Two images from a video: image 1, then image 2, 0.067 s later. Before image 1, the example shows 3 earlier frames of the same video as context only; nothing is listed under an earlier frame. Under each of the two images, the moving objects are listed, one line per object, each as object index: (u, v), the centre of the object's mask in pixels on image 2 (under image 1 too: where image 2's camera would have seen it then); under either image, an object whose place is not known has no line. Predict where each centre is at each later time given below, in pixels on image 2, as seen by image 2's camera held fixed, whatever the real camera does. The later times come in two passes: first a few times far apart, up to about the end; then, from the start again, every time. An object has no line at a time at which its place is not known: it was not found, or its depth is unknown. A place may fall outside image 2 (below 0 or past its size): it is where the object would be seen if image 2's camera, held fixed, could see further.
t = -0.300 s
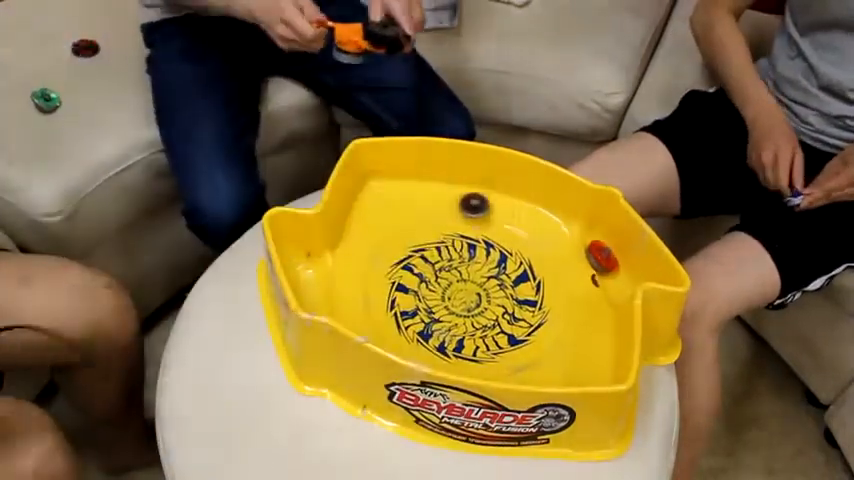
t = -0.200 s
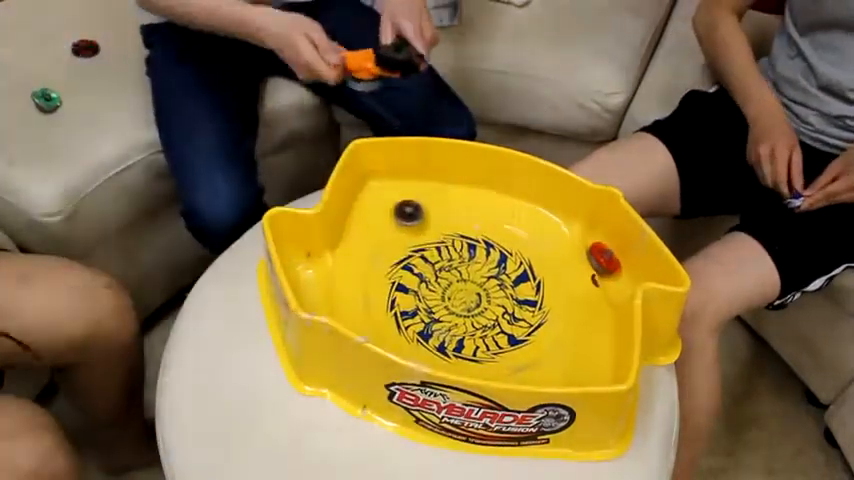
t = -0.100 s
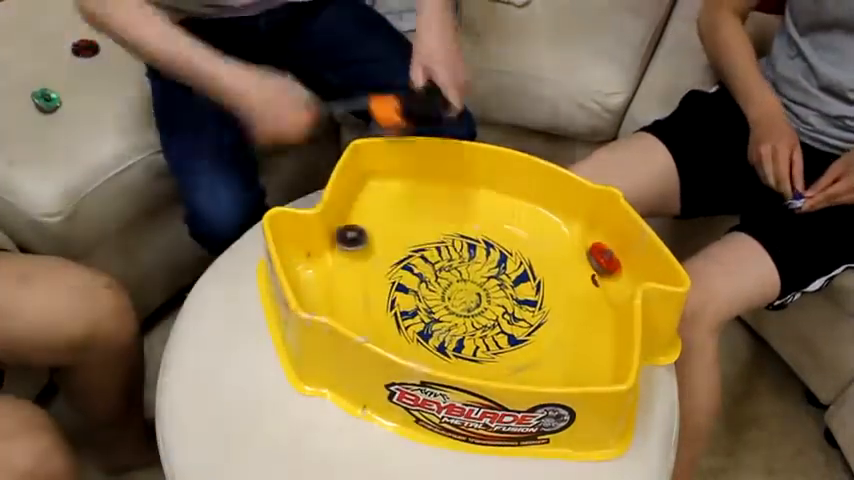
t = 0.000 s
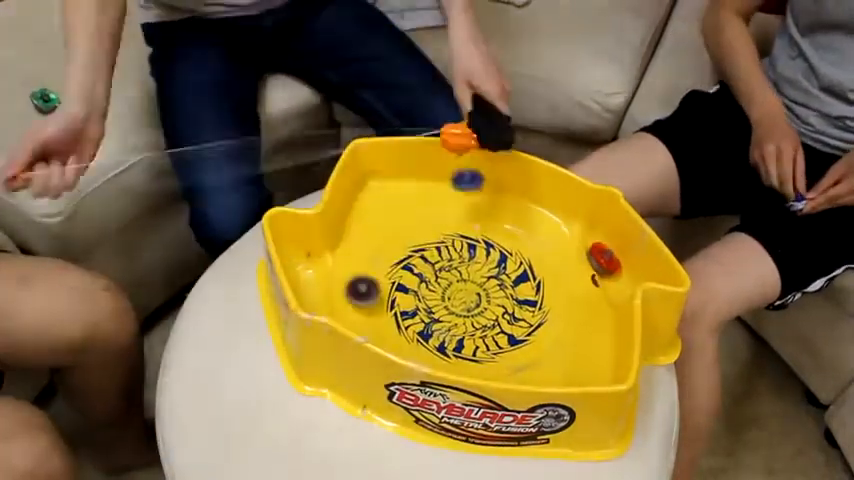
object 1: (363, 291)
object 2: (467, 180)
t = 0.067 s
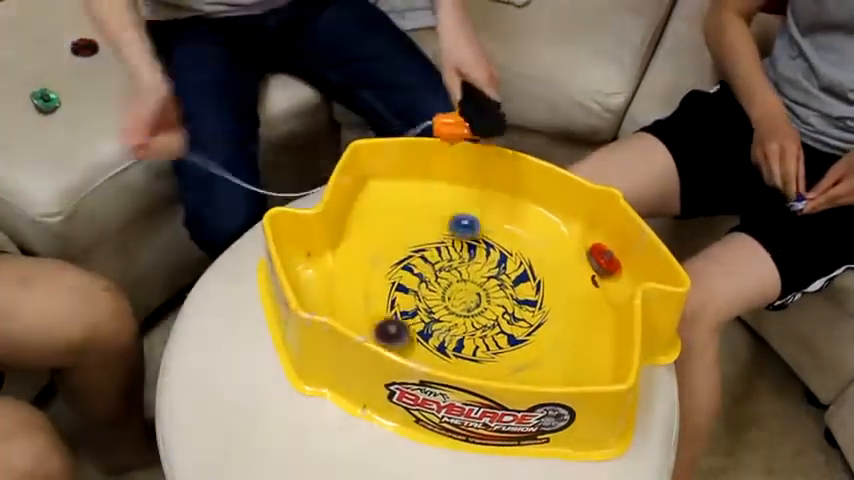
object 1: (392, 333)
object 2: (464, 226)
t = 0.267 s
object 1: (578, 378)
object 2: (426, 304)
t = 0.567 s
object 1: (496, 210)
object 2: (472, 362)
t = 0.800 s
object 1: (361, 228)
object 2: (530, 325)
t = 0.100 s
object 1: (415, 350)
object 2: (459, 229)
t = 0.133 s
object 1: (443, 362)
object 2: (452, 240)
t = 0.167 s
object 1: (475, 370)
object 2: (446, 257)
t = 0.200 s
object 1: (507, 377)
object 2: (439, 280)
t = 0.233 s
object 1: (541, 379)
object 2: (431, 293)
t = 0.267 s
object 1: (578, 378)
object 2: (426, 304)
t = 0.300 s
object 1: (590, 371)
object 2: (419, 318)
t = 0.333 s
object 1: (580, 351)
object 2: (416, 328)
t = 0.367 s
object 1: (569, 334)
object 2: (416, 338)
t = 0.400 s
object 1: (559, 314)
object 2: (419, 345)
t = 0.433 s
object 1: (551, 294)
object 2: (424, 350)
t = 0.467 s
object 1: (540, 273)
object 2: (430, 354)
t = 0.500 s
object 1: (527, 250)
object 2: (442, 359)
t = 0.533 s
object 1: (513, 228)
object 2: (457, 360)
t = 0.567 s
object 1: (496, 210)
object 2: (472, 362)
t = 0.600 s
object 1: (477, 195)
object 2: (485, 362)
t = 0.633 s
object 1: (455, 191)
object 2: (497, 358)
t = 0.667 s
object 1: (431, 196)
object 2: (509, 352)
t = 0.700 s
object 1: (406, 202)
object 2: (516, 348)
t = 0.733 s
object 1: (381, 207)
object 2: (523, 340)
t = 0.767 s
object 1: (356, 214)
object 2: (527, 333)
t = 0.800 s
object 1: (361, 228)
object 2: (530, 325)
